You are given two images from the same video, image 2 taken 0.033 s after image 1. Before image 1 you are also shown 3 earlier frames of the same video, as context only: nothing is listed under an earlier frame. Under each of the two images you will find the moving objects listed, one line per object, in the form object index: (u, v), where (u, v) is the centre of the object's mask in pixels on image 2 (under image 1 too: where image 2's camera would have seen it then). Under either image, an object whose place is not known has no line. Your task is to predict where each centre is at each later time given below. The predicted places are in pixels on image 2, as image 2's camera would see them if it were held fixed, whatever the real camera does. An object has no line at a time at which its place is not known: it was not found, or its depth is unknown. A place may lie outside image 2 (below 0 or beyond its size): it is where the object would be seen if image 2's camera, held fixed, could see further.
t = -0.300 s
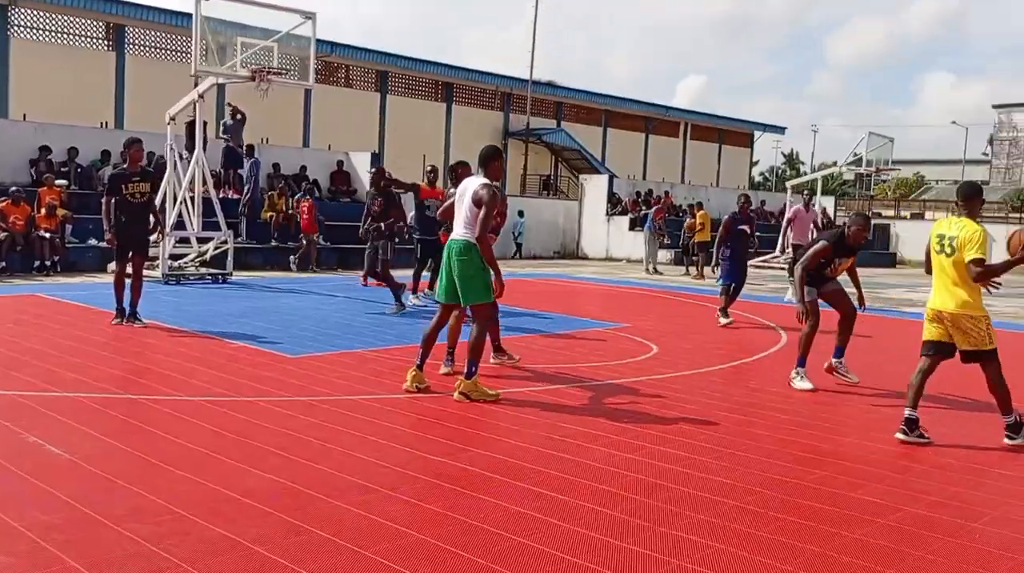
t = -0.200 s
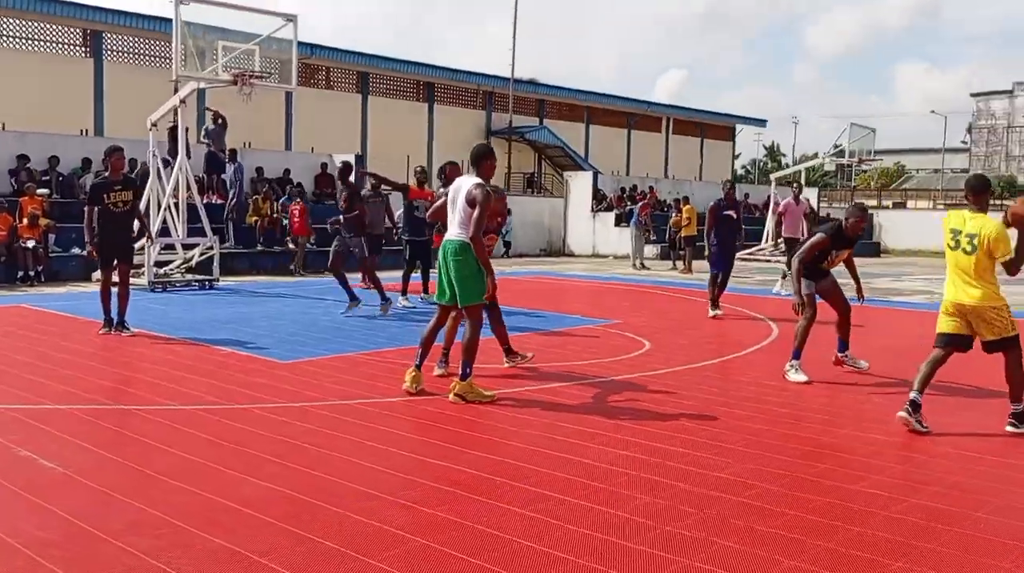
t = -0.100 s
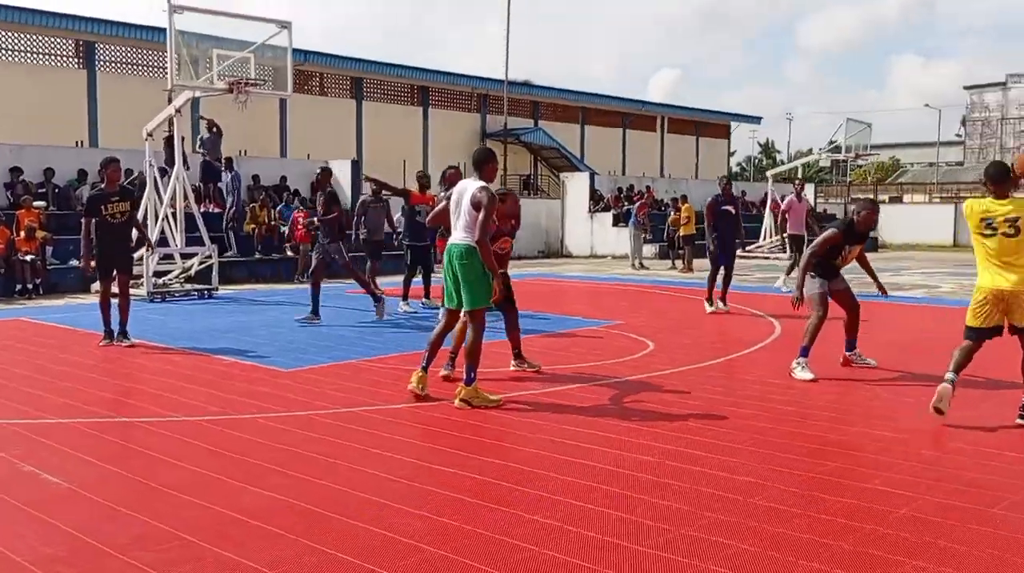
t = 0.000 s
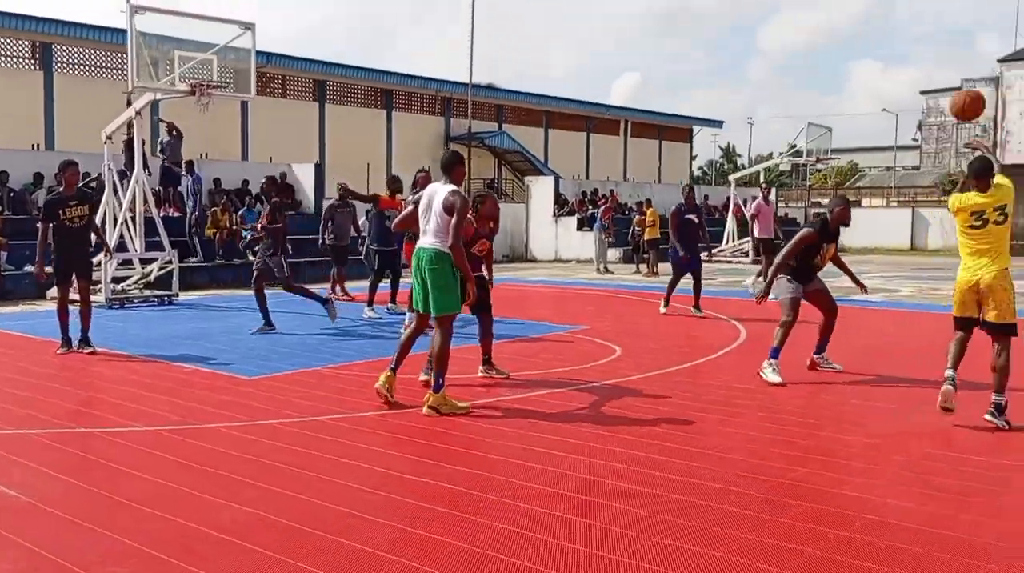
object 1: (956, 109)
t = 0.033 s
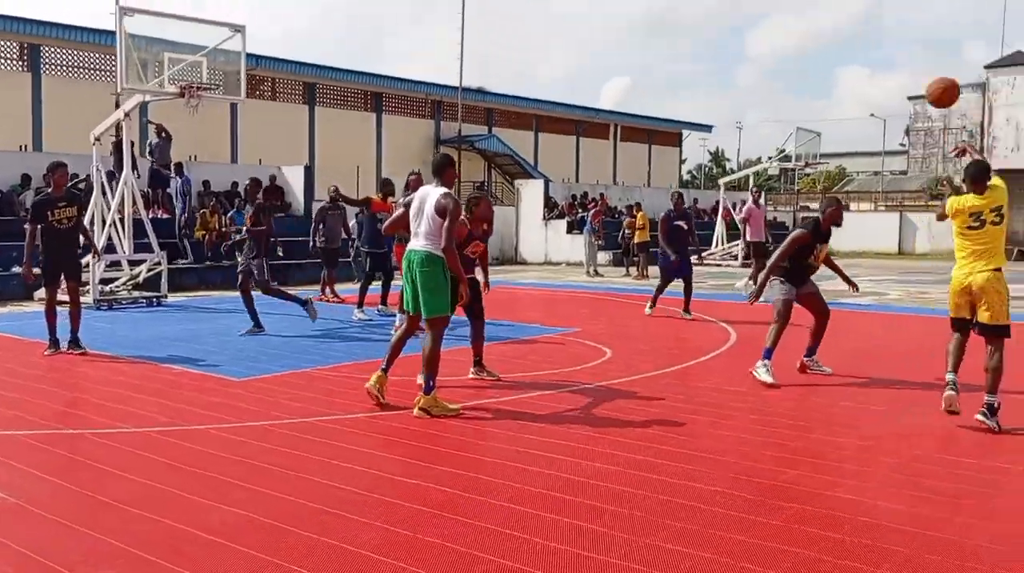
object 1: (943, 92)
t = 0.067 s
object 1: (930, 78)
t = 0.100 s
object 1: (918, 64)
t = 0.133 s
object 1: (906, 52)
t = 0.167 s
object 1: (895, 44)
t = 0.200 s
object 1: (884, 37)
